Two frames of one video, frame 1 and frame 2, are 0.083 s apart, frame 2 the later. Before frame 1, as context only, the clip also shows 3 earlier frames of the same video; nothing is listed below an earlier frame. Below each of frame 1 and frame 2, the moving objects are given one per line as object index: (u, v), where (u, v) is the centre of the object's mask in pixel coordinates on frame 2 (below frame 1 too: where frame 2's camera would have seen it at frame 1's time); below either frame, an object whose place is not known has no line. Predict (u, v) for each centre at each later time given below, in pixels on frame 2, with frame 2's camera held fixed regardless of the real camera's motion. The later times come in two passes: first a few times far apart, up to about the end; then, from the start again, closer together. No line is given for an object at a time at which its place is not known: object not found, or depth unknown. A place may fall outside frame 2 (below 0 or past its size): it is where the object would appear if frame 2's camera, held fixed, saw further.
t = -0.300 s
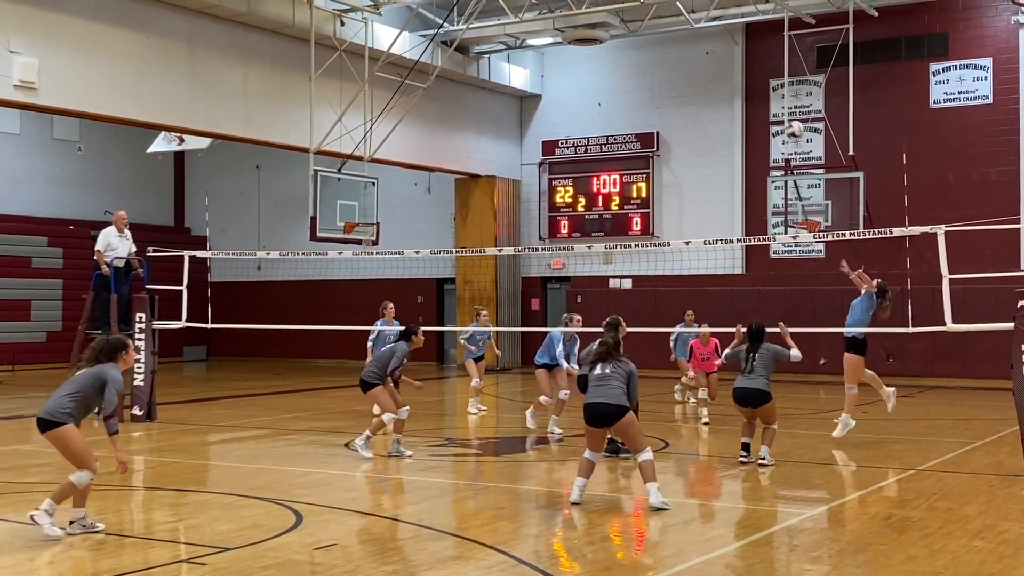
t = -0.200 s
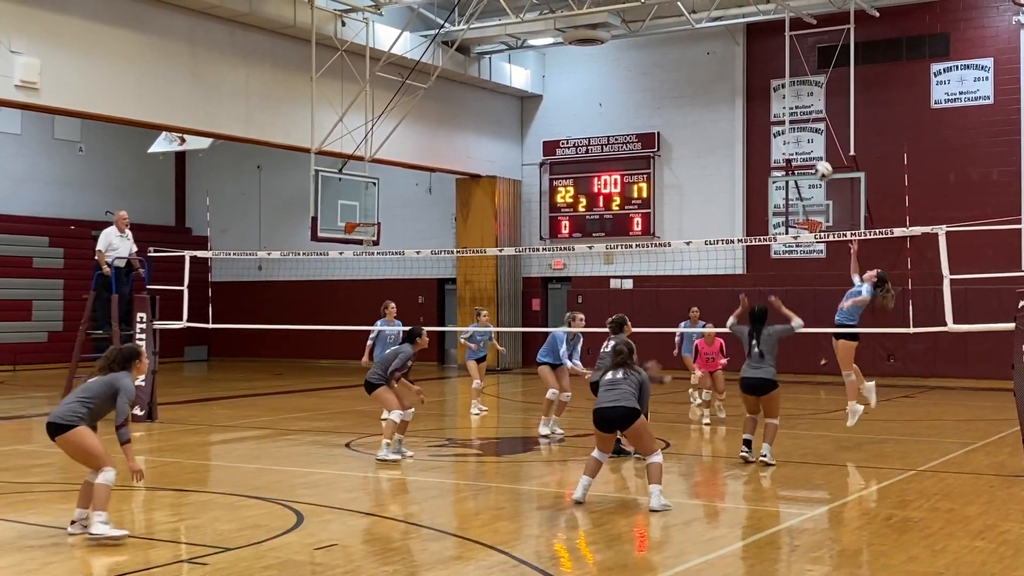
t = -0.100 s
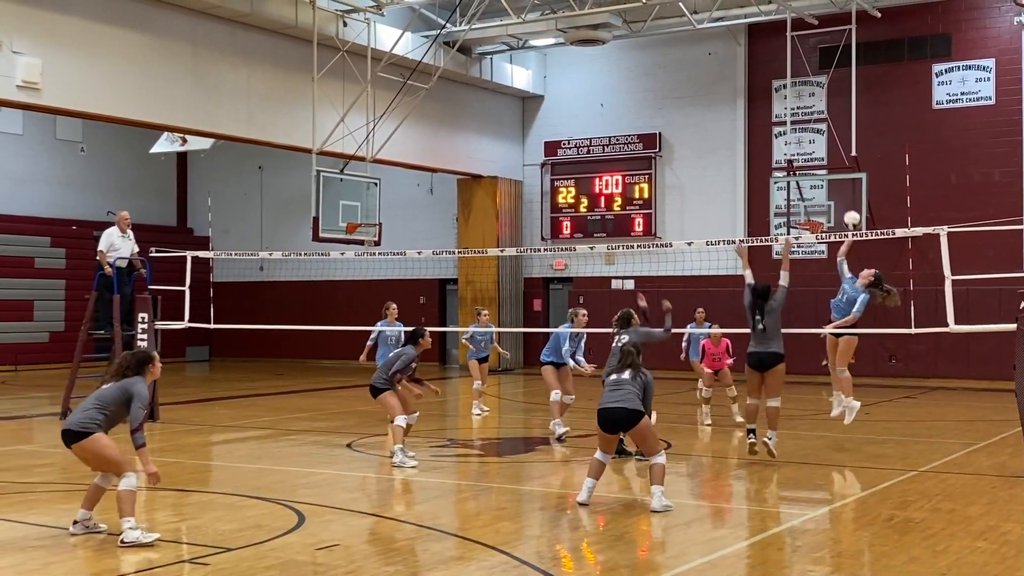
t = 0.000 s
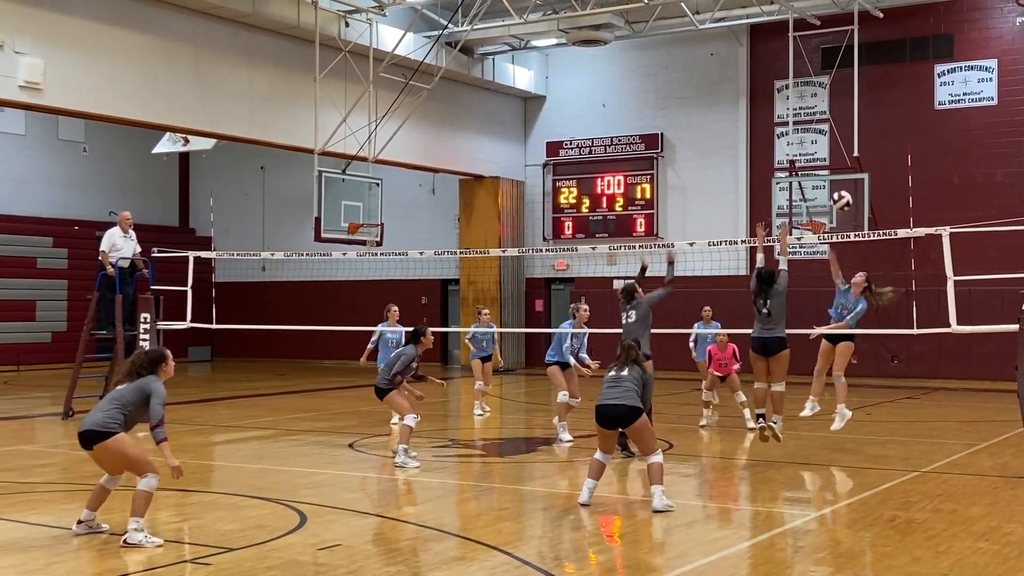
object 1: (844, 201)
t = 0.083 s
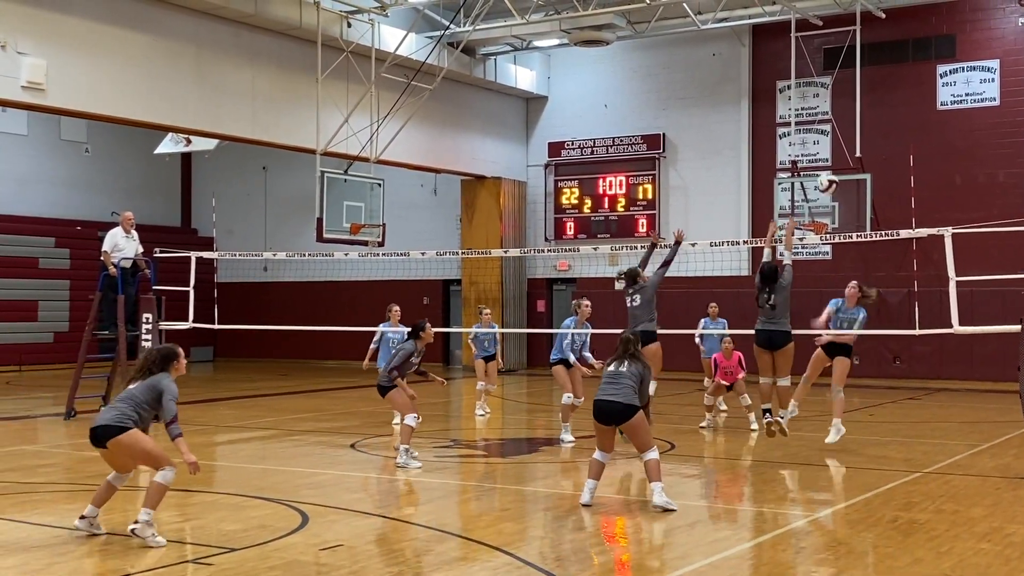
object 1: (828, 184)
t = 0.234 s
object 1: (795, 165)
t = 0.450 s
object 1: (737, 184)
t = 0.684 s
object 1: (647, 297)
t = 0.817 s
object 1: (575, 432)
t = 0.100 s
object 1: (824, 180)
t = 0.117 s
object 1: (821, 177)
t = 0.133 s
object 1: (818, 175)
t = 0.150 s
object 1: (814, 172)
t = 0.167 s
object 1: (810, 170)
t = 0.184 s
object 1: (807, 168)
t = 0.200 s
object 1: (803, 167)
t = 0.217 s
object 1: (799, 166)
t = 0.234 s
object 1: (795, 165)
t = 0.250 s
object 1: (792, 164)
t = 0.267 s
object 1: (787, 164)
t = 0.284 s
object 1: (784, 165)
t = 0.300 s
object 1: (780, 165)
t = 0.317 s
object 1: (776, 165)
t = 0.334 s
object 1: (770, 166)
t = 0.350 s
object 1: (766, 168)
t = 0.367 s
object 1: (762, 170)
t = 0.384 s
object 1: (758, 172)
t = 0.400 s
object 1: (753, 174)
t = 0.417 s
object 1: (748, 177)
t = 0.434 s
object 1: (742, 181)
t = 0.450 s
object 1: (737, 184)
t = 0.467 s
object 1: (732, 188)
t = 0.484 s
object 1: (727, 192)
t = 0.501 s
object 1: (722, 197)
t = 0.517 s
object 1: (715, 204)
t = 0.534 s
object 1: (709, 210)
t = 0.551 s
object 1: (703, 217)
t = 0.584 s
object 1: (690, 233)
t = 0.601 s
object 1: (683, 241)
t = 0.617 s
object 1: (677, 251)
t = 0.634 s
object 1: (671, 261)
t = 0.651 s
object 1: (663, 272)
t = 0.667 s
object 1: (656, 284)
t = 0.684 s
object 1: (647, 297)
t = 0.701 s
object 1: (638, 309)
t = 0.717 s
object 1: (631, 324)
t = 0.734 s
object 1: (623, 341)
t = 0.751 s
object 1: (615, 360)
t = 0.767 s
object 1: (604, 376)
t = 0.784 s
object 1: (595, 393)
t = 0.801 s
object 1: (586, 412)
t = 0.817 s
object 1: (575, 432)
